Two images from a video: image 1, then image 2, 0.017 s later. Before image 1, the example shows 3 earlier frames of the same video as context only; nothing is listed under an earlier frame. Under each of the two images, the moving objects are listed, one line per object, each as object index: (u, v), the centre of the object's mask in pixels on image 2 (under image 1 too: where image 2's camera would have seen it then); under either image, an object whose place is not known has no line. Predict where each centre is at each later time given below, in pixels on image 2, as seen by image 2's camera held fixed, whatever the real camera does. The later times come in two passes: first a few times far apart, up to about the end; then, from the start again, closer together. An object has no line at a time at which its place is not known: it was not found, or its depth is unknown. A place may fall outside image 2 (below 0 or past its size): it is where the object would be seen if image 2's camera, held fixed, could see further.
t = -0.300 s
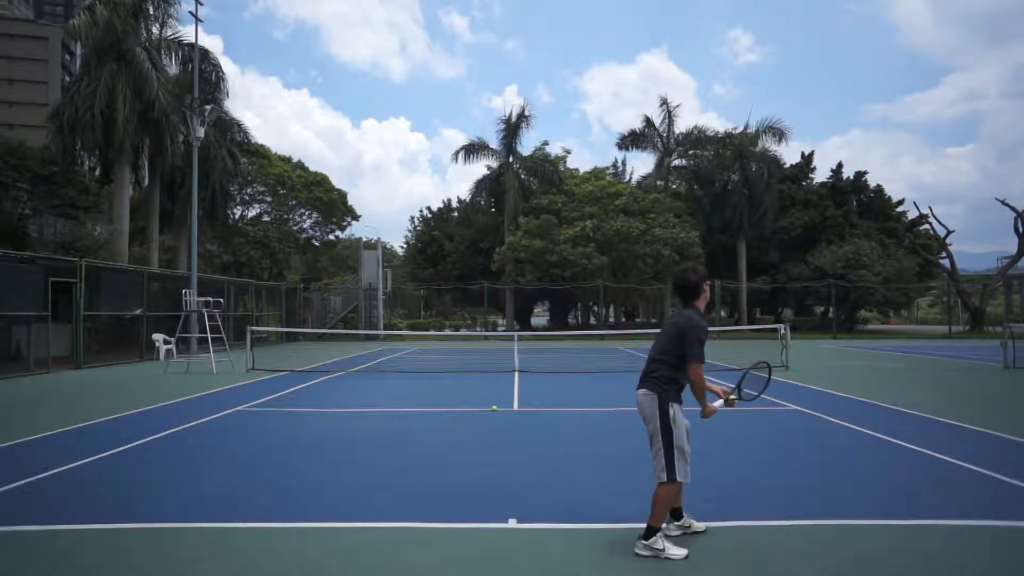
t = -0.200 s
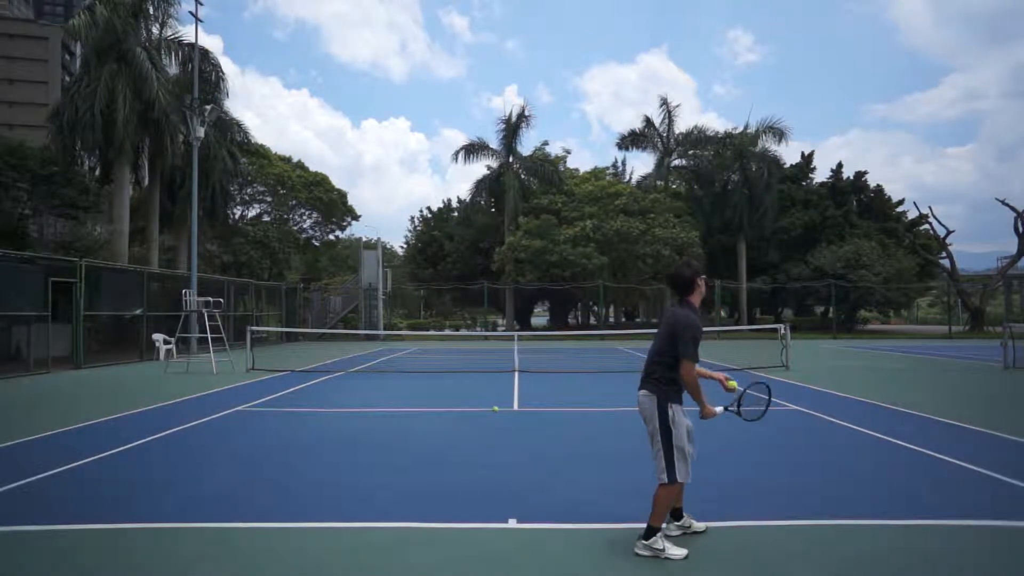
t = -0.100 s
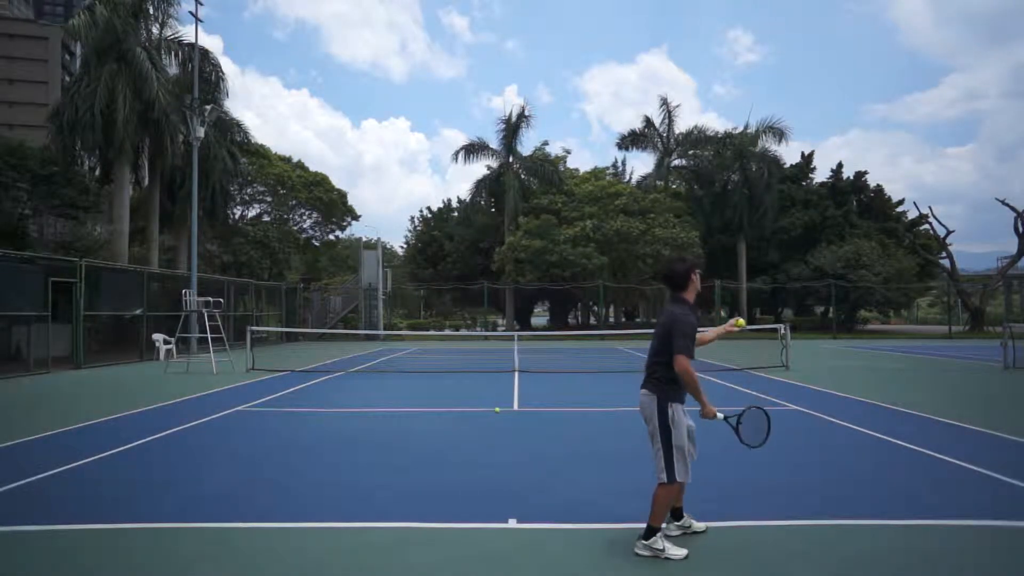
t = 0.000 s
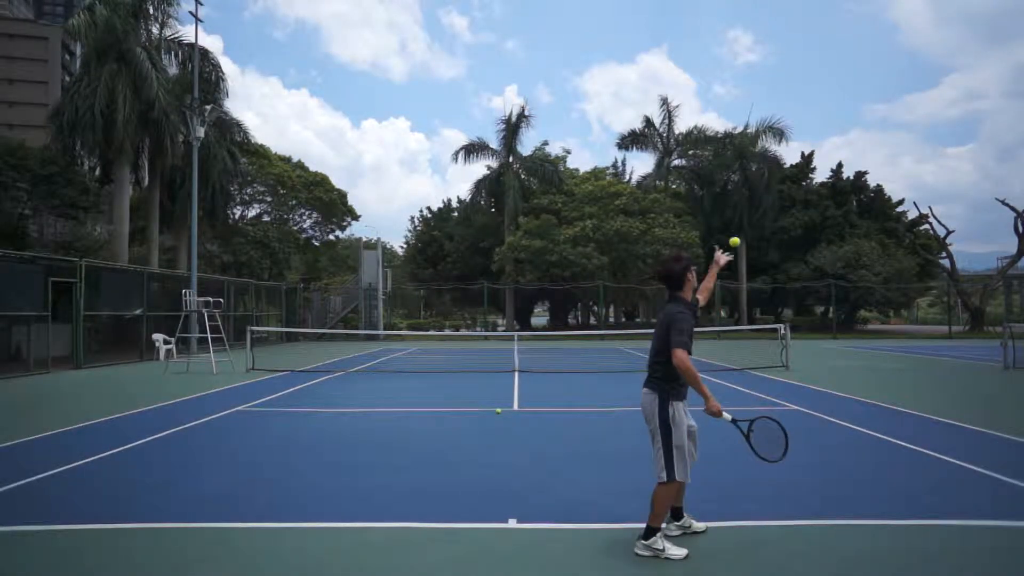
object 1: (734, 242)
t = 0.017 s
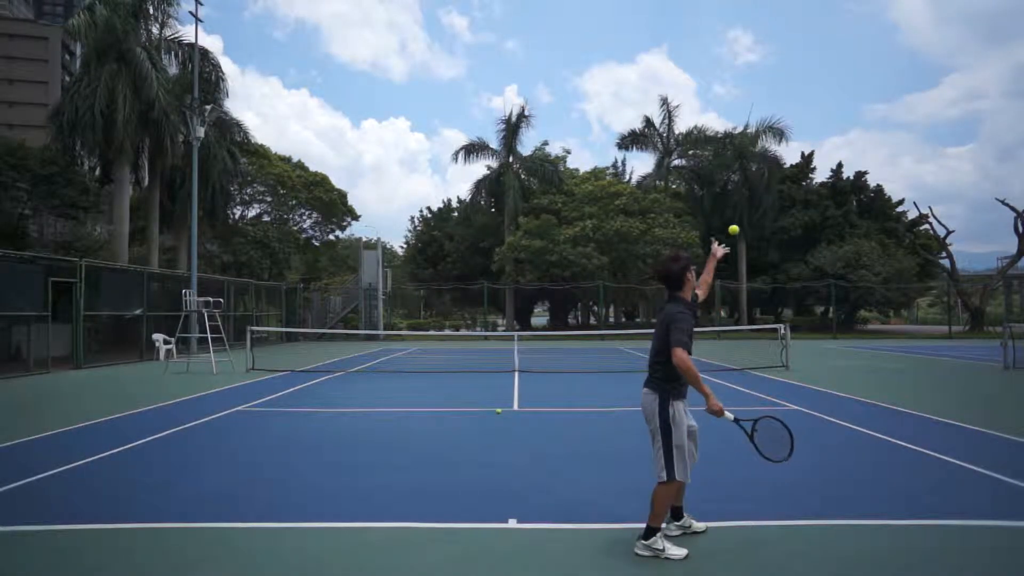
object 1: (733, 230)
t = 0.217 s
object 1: (722, 119)
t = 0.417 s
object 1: (713, 66)
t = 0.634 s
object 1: (704, 70)
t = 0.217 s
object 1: (722, 119)
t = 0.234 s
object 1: (721, 112)
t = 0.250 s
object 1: (721, 106)
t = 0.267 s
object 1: (720, 100)
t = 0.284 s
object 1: (719, 95)
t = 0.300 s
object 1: (718, 90)
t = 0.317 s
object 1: (717, 85)
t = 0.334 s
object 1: (717, 81)
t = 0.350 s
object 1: (716, 77)
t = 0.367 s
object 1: (715, 73)
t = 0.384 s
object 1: (714, 71)
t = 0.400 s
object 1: (713, 68)
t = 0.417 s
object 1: (713, 66)
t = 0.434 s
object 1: (712, 64)
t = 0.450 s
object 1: (712, 62)
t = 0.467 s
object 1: (710, 61)
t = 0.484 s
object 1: (710, 60)
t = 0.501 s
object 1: (709, 60)
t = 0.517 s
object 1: (709, 60)
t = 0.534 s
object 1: (708, 60)
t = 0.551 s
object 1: (707, 61)
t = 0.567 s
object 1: (707, 62)
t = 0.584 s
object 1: (706, 63)
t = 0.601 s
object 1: (705, 65)
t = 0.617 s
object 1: (705, 68)
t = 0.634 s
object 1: (704, 70)
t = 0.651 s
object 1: (704, 73)
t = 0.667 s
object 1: (703, 77)
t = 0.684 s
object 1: (702, 80)
